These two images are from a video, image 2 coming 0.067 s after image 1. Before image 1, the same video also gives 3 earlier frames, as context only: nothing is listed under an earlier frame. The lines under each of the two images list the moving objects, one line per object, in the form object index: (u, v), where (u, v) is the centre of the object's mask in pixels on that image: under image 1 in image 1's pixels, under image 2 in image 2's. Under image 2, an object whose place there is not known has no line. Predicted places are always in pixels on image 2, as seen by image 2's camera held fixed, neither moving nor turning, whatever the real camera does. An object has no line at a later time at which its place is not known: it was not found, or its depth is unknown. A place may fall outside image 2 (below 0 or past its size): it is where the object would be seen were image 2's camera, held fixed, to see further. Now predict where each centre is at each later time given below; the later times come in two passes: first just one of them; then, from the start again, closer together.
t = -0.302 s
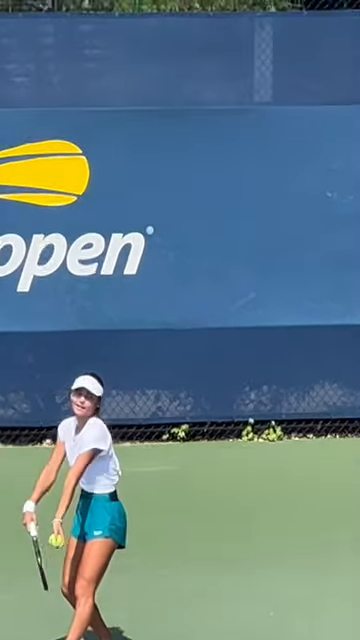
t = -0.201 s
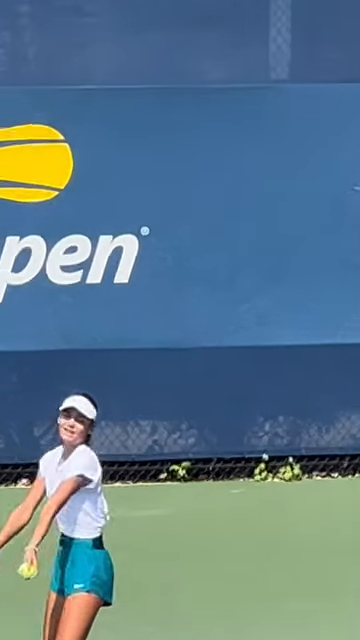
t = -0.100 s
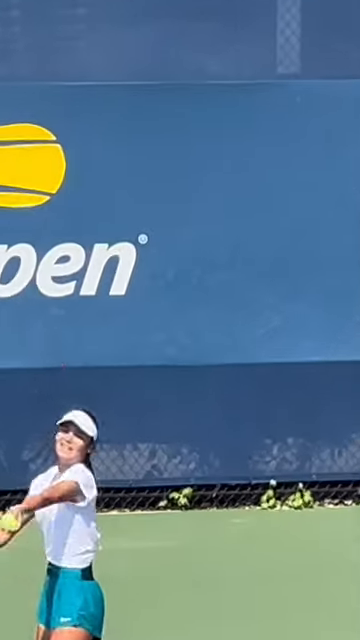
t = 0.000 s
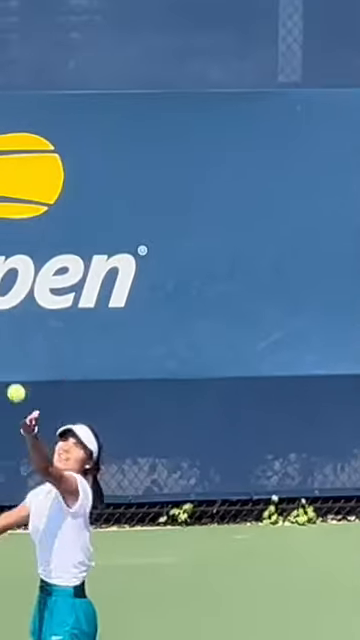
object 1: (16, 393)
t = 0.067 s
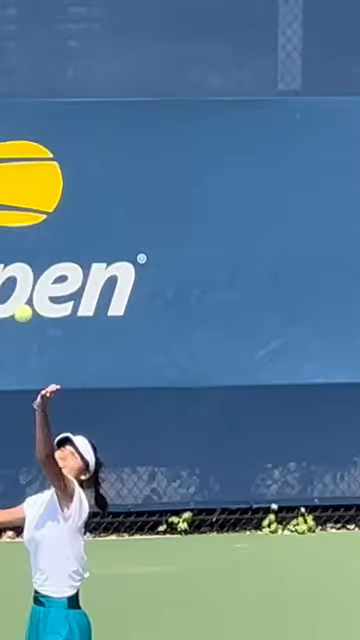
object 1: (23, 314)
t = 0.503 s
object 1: (65, -4)
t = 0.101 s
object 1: (27, 272)
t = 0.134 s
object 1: (30, 234)
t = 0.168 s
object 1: (34, 199)
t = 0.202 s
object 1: (37, 165)
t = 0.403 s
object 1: (57, 26)
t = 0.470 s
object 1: (62, 0)
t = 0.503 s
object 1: (65, -4)
